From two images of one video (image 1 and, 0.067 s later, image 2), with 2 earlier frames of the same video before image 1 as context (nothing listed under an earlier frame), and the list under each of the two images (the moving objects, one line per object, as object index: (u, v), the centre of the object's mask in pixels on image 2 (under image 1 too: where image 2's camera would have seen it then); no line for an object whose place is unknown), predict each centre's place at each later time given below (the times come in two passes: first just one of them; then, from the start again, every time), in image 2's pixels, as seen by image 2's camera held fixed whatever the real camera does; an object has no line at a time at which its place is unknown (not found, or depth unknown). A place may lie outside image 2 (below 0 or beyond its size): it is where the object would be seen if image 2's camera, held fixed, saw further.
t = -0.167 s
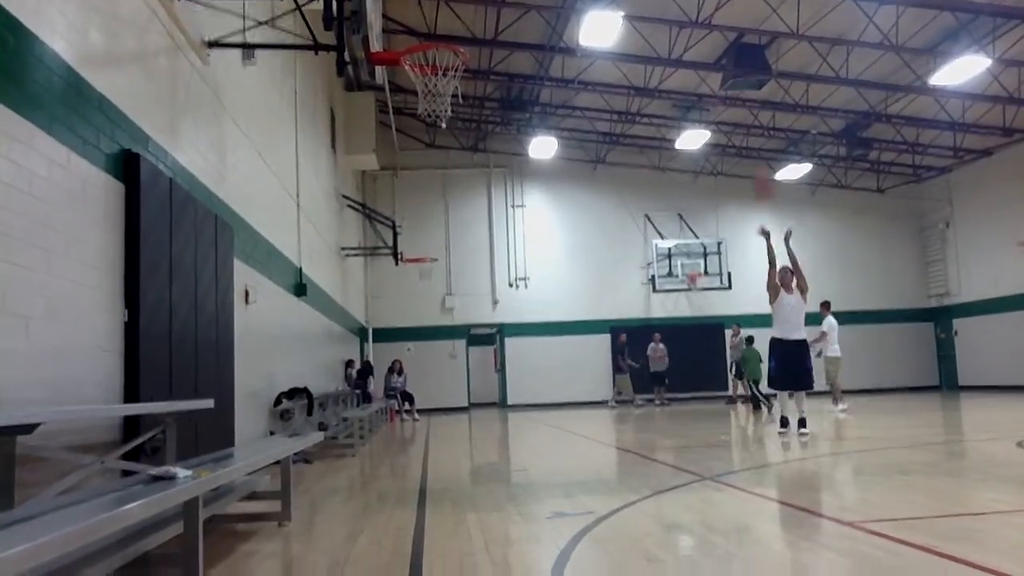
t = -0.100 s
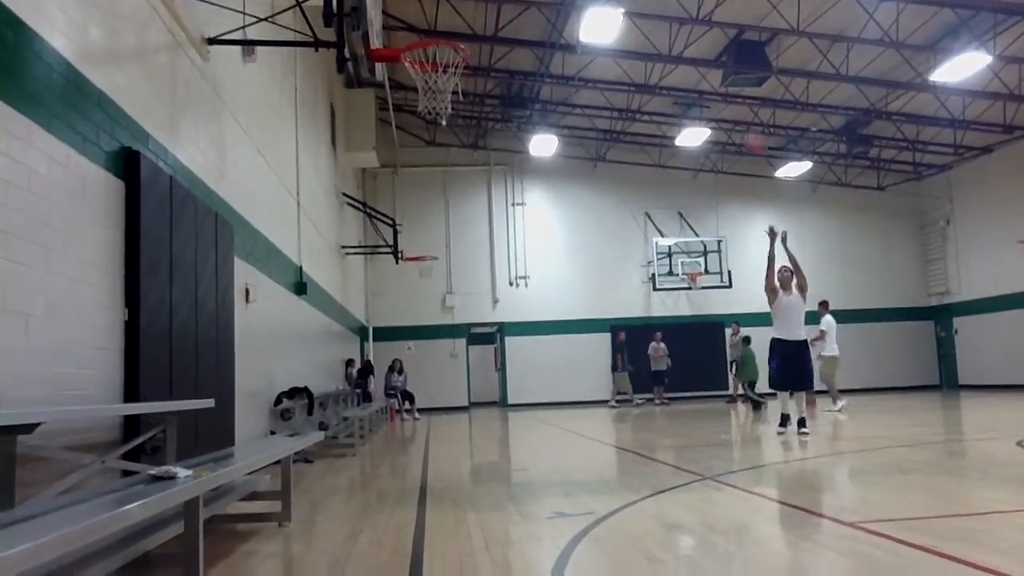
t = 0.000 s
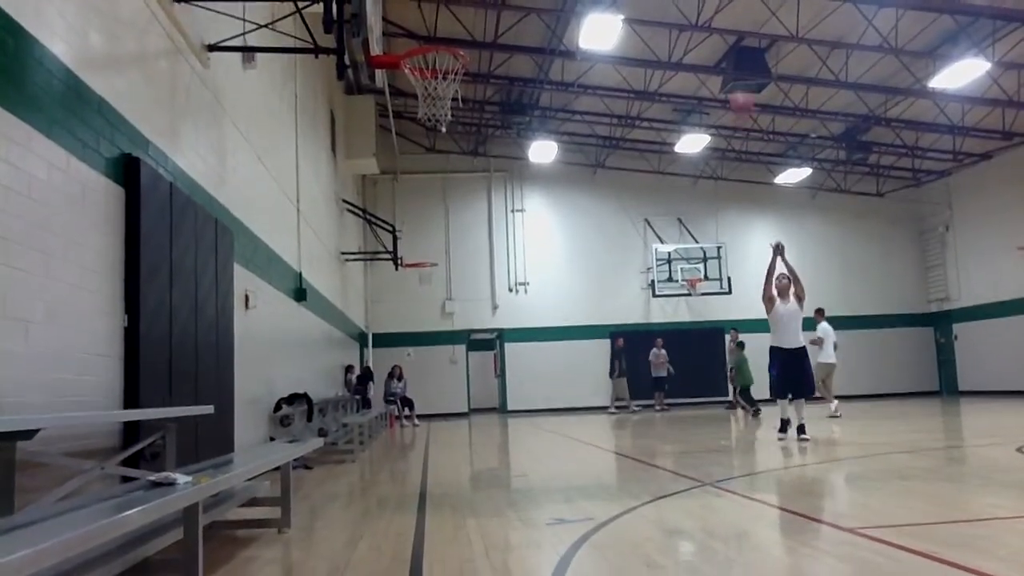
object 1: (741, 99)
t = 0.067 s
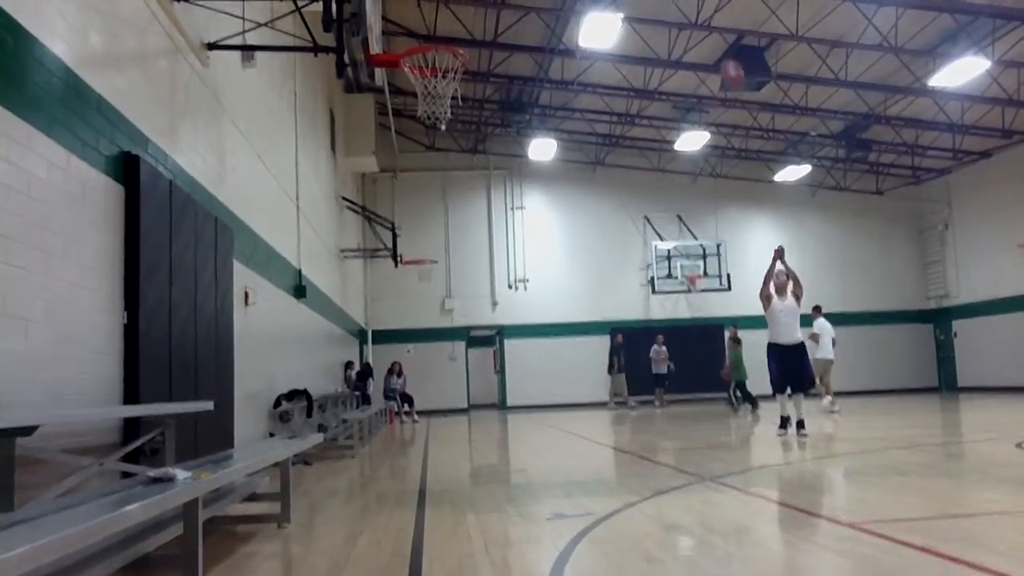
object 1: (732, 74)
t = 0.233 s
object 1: (711, 23)
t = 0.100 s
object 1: (729, 64)
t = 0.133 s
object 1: (726, 56)
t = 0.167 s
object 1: (721, 42)
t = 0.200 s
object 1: (715, 30)
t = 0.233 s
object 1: (711, 23)
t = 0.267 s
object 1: (707, 17)
